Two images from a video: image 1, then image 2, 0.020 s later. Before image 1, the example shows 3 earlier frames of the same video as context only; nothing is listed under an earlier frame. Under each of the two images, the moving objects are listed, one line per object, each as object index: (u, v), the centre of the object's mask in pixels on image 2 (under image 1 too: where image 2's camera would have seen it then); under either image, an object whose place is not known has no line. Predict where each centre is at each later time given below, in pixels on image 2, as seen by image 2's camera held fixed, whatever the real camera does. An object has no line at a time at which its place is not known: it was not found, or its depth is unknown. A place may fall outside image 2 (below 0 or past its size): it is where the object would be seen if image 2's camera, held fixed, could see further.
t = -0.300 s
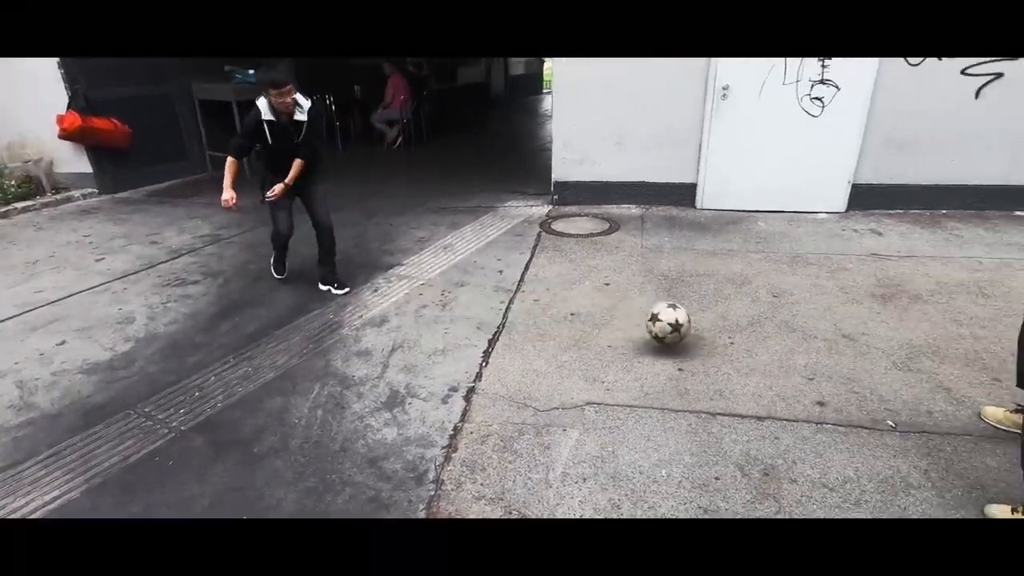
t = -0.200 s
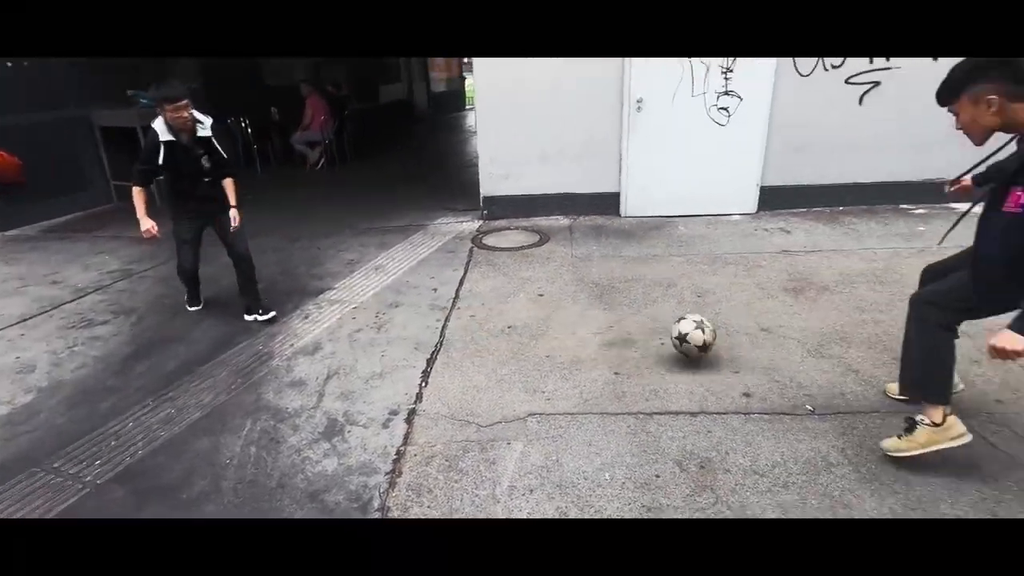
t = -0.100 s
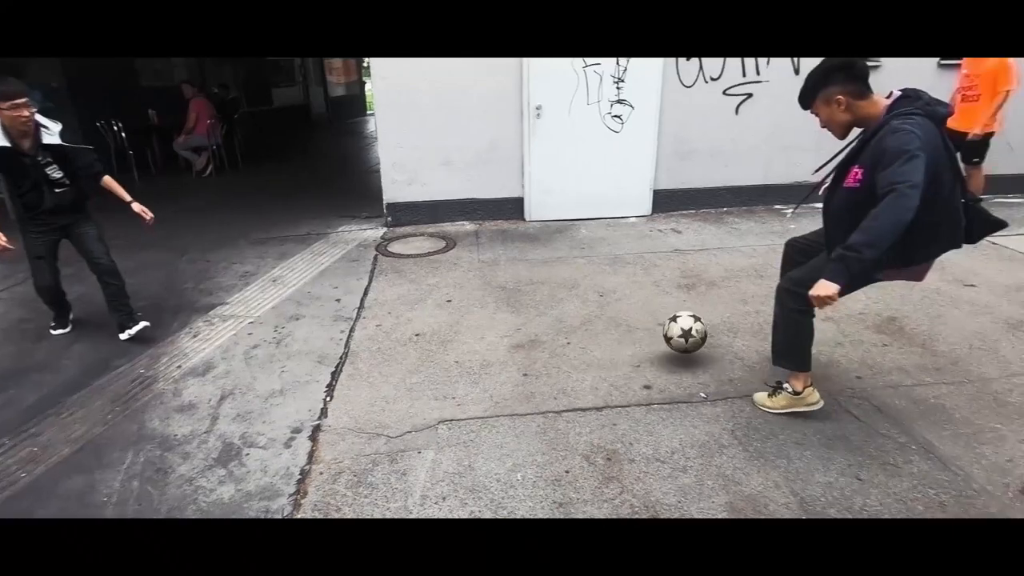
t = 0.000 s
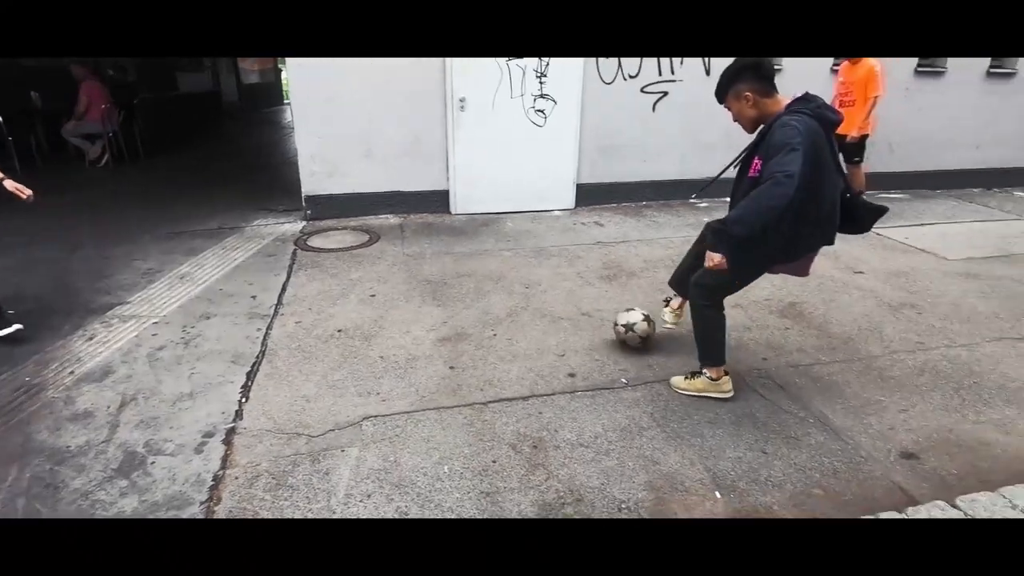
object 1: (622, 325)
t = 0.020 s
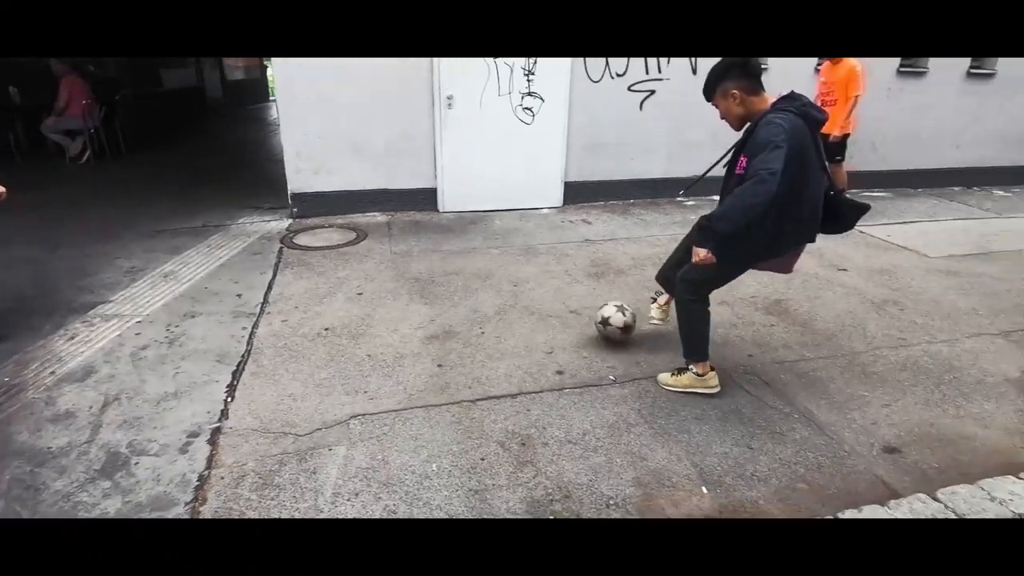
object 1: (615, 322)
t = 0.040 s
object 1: (608, 318)
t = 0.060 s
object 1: (601, 316)
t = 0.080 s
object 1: (593, 314)
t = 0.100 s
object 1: (586, 313)
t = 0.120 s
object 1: (579, 312)
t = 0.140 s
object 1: (572, 312)
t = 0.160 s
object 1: (565, 313)
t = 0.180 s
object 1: (558, 313)
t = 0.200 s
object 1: (550, 316)
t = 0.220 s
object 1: (543, 318)
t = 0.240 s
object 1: (537, 317)
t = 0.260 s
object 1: (529, 314)
